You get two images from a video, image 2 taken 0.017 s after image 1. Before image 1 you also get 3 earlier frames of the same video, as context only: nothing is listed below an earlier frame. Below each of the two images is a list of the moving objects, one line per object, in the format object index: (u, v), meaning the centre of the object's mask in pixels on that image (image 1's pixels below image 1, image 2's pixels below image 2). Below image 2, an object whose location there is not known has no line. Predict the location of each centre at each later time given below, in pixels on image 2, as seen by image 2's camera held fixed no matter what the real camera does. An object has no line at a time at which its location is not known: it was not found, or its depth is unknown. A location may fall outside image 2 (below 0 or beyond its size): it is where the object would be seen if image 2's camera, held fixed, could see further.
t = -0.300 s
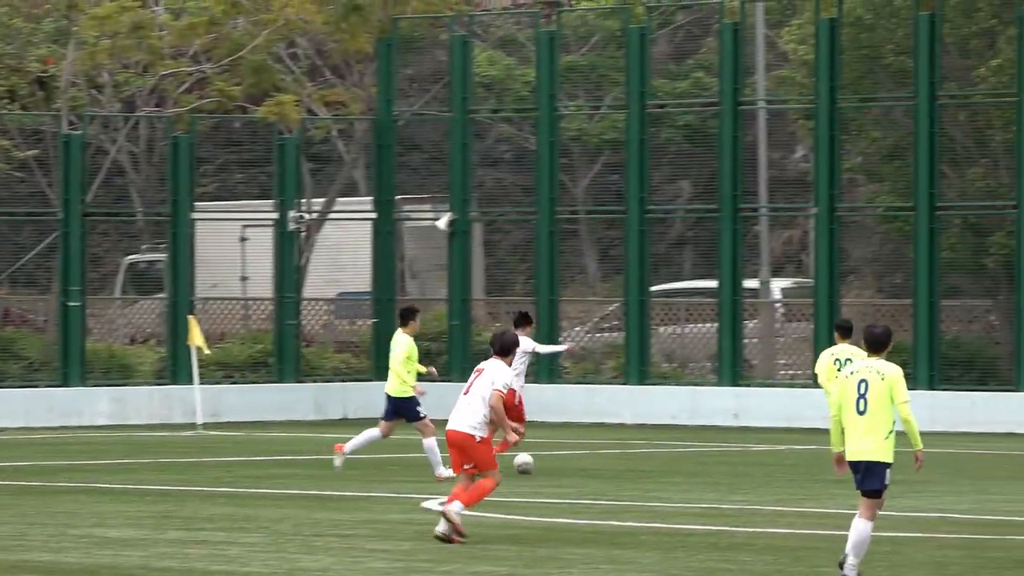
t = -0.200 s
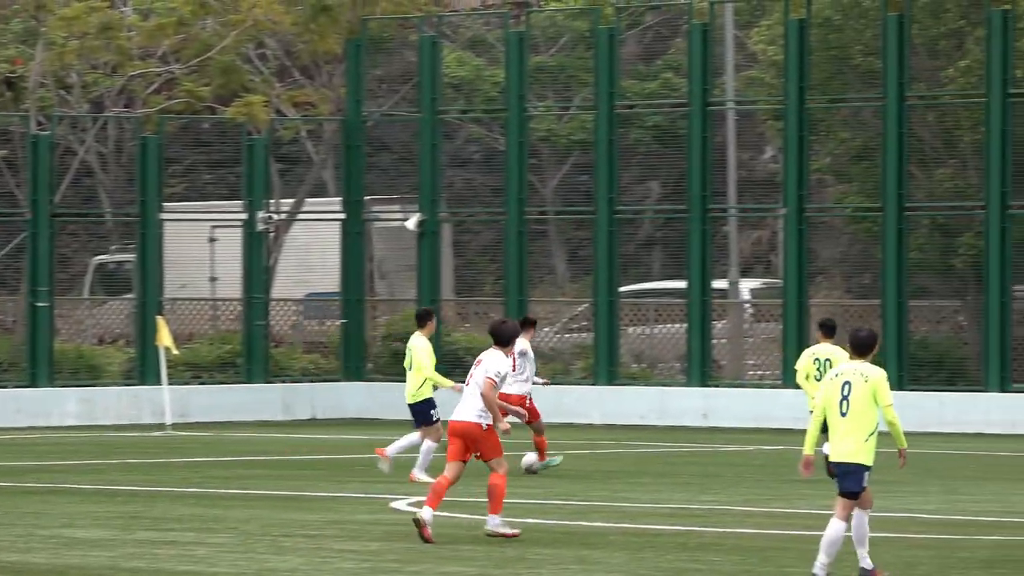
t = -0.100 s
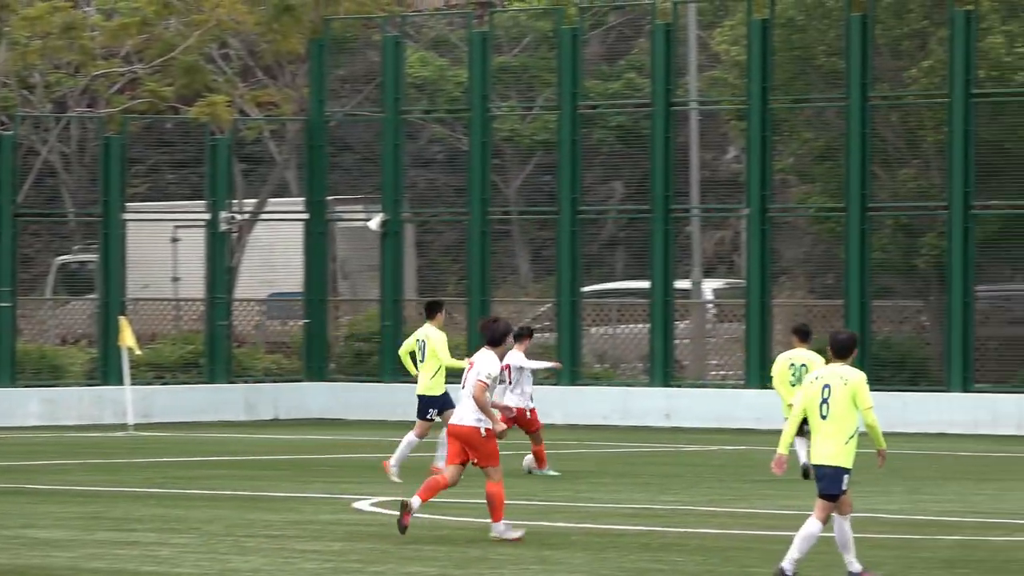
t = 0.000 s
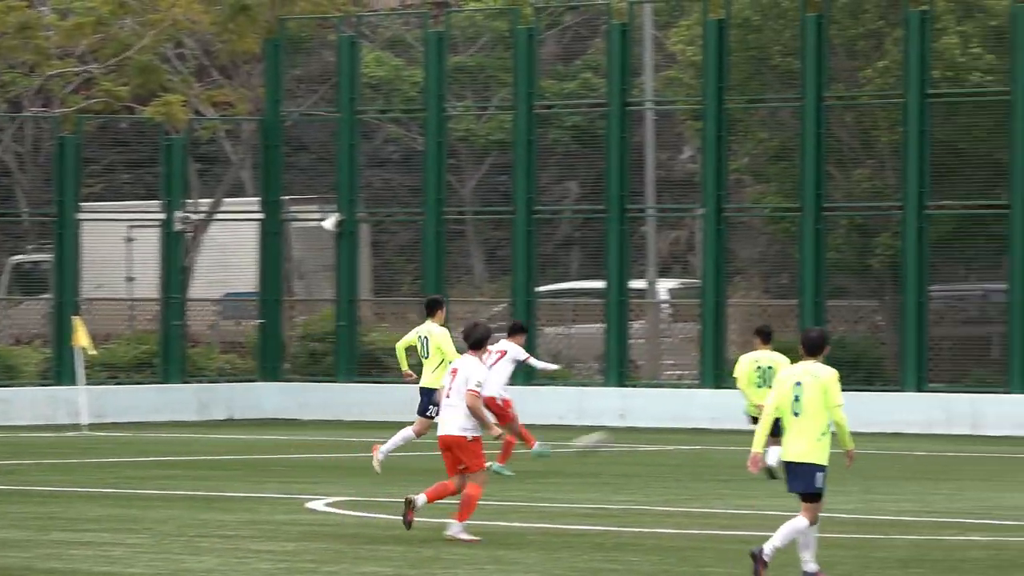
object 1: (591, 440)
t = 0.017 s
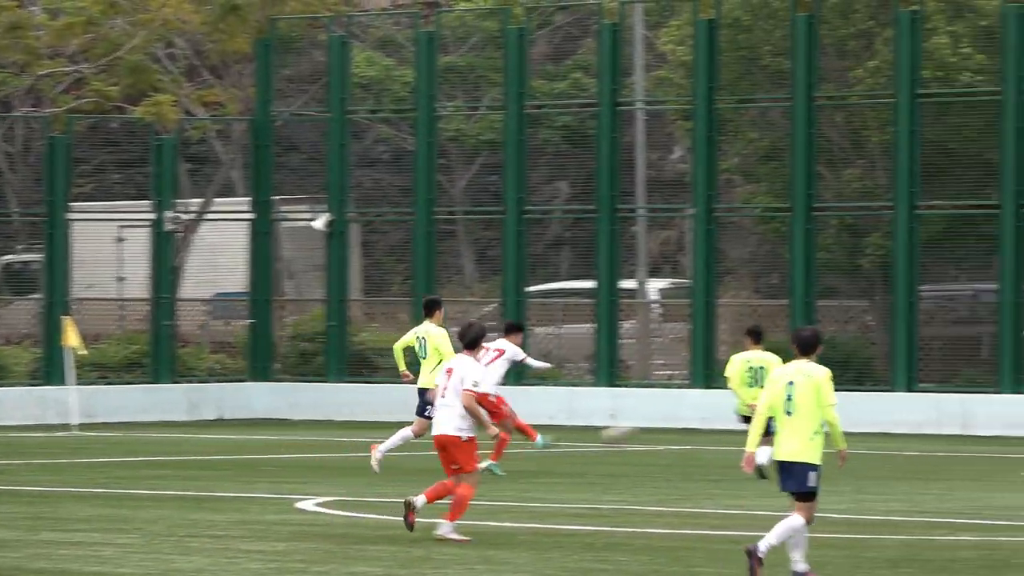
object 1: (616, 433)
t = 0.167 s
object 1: (957, 370)
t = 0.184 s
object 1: (994, 367)
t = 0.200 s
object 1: (1035, 363)
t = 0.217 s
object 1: (1076, 360)
